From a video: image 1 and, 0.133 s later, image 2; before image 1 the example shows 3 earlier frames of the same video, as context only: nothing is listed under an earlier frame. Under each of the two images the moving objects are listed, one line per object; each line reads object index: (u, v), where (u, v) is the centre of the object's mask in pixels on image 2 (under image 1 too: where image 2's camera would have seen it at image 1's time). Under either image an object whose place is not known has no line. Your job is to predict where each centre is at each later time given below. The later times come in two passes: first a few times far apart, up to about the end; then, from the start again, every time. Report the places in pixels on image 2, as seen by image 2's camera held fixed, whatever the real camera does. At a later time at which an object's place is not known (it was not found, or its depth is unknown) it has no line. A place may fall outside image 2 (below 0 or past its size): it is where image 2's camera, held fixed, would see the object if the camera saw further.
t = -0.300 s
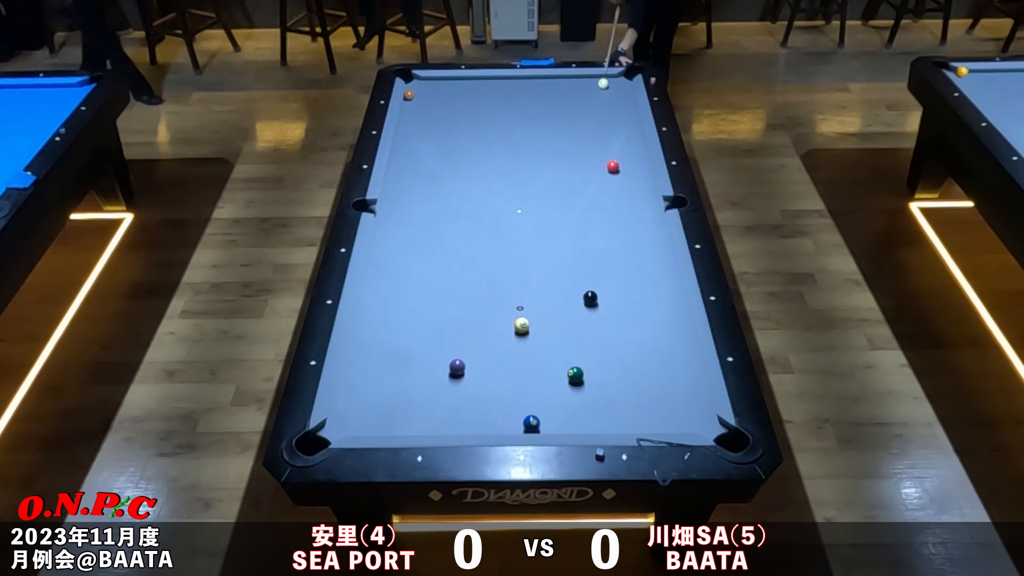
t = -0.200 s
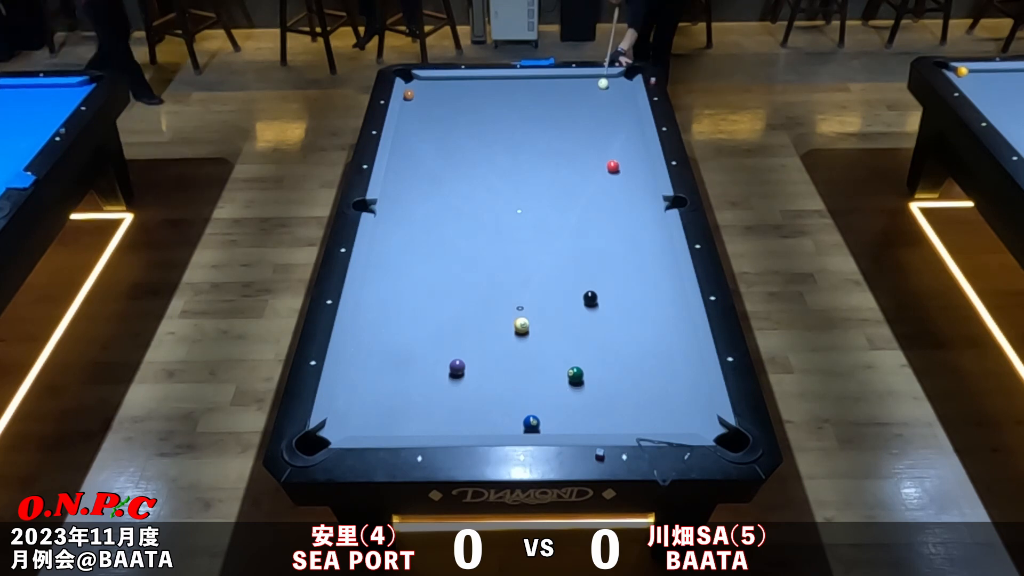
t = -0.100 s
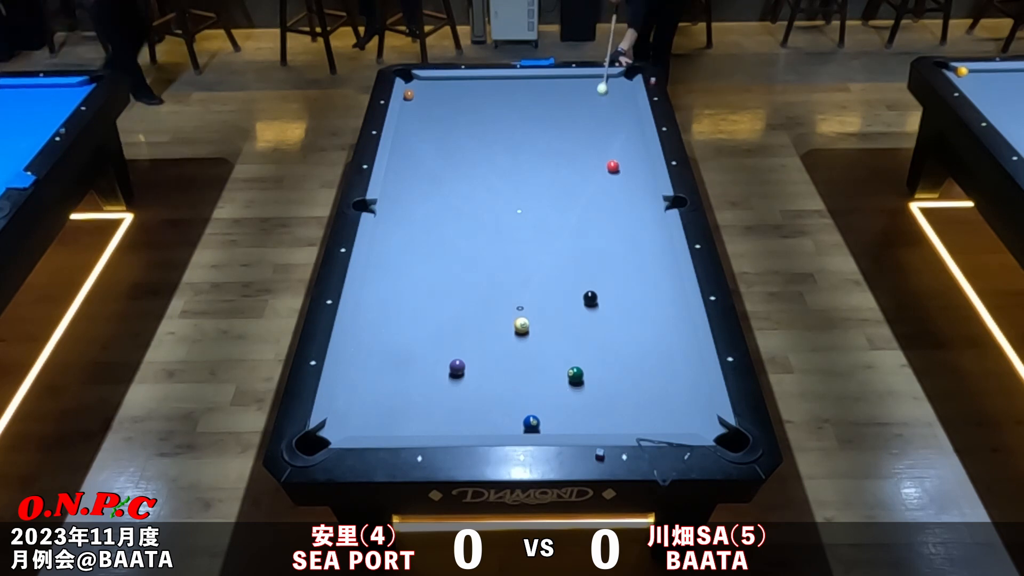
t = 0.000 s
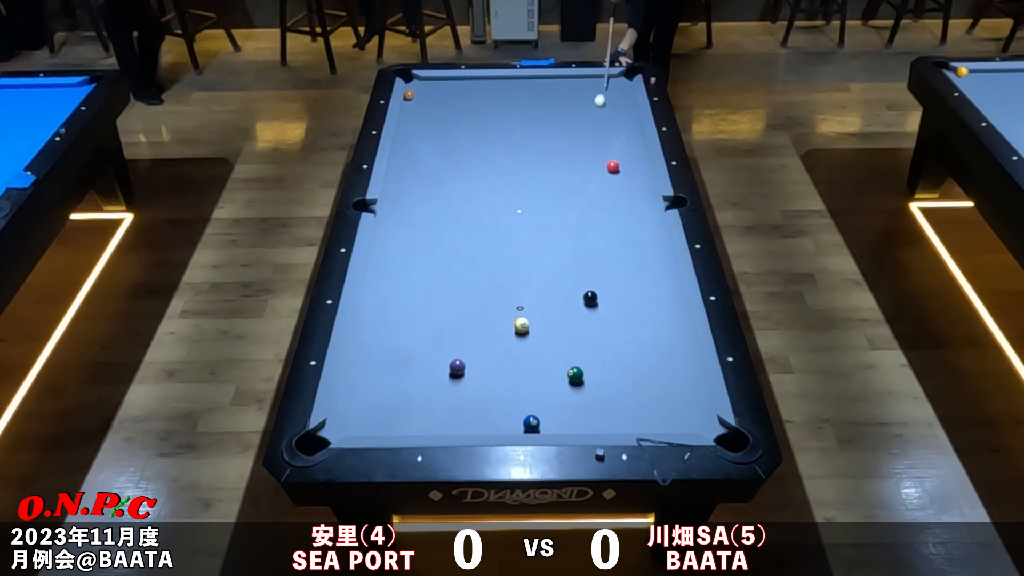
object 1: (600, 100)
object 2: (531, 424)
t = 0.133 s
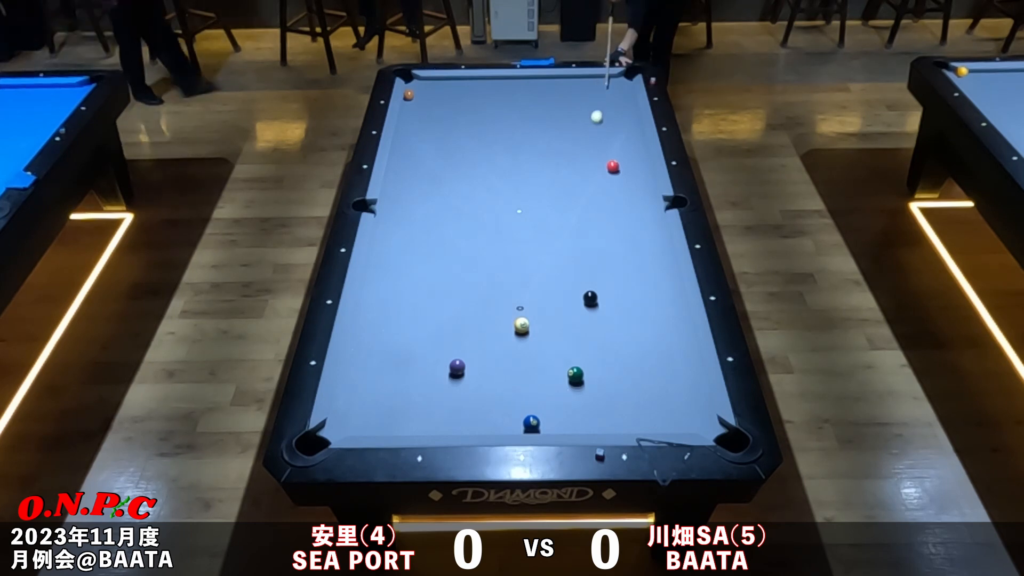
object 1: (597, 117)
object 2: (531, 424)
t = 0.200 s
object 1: (595, 125)
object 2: (531, 424)
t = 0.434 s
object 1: (589, 157)
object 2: (531, 424)
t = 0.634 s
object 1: (583, 187)
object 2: (531, 424)
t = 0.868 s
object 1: (576, 225)
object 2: (531, 424)
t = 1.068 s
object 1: (570, 261)
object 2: (531, 424)
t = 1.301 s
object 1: (561, 308)
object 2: (531, 424)
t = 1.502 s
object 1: (553, 351)
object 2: (531, 424)
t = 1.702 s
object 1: (544, 402)
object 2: (531, 424)
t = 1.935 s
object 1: (557, 426)
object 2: (515, 418)
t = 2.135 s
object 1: (566, 416)
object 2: (503, 401)
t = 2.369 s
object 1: (576, 402)
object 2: (490, 384)
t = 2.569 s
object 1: (583, 392)
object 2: (480, 370)
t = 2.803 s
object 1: (592, 380)
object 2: (469, 356)
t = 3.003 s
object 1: (600, 373)
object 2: (461, 345)
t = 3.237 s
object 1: (608, 366)
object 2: (451, 334)
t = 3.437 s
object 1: (614, 361)
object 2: (444, 325)
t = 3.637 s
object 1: (620, 356)
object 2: (438, 317)
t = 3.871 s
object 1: (626, 351)
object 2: (431, 308)
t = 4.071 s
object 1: (630, 348)
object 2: (426, 302)
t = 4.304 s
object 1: (635, 345)
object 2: (421, 295)
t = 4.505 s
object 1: (638, 343)
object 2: (416, 290)
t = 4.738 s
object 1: (641, 341)
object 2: (412, 285)
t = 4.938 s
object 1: (642, 340)
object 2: (408, 281)
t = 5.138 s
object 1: (643, 340)
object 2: (406, 278)
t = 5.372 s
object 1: (644, 339)
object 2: (403, 275)
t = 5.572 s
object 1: (643, 340)
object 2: (401, 273)
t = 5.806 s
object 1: (644, 339)
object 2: (399, 271)
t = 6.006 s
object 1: (643, 339)
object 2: (399, 270)
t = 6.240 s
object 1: (643, 340)
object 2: (398, 269)
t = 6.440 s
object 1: (643, 340)
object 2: (398, 269)
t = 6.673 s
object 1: (643, 340)
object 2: (398, 269)
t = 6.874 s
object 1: (643, 340)
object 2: (398, 269)
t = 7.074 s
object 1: (644, 339)
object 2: (398, 269)
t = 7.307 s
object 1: (643, 339)
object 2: (398, 269)
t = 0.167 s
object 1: (596, 121)
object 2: (531, 424)
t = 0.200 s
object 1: (595, 125)
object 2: (531, 424)
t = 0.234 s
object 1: (594, 130)
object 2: (531, 424)
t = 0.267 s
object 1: (593, 134)
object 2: (531, 424)
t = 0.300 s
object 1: (592, 139)
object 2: (531, 424)
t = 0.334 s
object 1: (592, 143)
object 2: (531, 424)
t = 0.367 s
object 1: (591, 148)
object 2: (531, 424)
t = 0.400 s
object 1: (590, 152)
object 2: (531, 424)
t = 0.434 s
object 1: (589, 157)
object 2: (531, 424)
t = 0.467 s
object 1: (588, 162)
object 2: (531, 424)
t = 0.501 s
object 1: (587, 167)
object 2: (531, 424)
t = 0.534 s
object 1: (586, 172)
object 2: (531, 424)
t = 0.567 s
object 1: (585, 177)
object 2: (531, 424)
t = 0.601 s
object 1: (584, 182)
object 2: (531, 424)
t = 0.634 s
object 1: (583, 187)
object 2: (531, 424)
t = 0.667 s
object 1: (582, 192)
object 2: (531, 424)
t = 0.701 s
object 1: (581, 197)
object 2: (531, 424)
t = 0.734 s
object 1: (581, 202)
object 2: (531, 424)
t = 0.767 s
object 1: (579, 208)
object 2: (531, 424)
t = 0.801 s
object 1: (578, 214)
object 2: (531, 424)
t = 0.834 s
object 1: (577, 219)
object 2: (531, 424)
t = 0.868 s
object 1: (576, 225)
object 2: (531, 424)
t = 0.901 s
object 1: (575, 231)
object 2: (531, 424)
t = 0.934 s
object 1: (574, 236)
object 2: (531, 424)
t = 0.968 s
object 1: (573, 243)
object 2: (531, 424)
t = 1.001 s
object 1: (572, 249)
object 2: (531, 424)
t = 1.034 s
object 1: (571, 255)
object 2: (531, 424)
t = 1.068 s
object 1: (570, 261)
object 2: (531, 424)
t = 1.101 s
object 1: (569, 267)
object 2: (531, 424)
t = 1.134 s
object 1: (567, 273)
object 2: (531, 424)
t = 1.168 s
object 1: (566, 280)
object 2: (531, 424)
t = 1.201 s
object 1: (565, 286)
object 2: (531, 424)
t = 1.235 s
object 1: (564, 293)
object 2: (531, 424)
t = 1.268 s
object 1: (562, 301)
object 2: (531, 424)
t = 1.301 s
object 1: (561, 308)
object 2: (531, 424)
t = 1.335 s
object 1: (560, 314)
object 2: (531, 424)
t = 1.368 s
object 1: (559, 322)
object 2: (531, 424)
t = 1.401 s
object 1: (557, 329)
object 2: (531, 424)
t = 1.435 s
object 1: (556, 337)
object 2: (531, 424)
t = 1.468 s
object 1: (555, 344)
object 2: (531, 424)
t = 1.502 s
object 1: (553, 351)
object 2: (531, 424)
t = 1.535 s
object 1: (551, 360)
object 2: (531, 424)
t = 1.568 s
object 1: (550, 368)
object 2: (531, 424)
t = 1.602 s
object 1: (548, 377)
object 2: (531, 424)
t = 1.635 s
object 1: (547, 384)
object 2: (531, 424)
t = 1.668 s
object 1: (545, 393)
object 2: (531, 424)
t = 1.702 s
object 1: (544, 402)
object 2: (531, 424)
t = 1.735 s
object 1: (543, 410)
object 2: (531, 424)
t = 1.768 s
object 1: (544, 415)
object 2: (527, 426)
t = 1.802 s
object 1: (547, 418)
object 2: (524, 426)
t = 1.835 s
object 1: (550, 422)
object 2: (522, 424)
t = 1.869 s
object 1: (552, 424)
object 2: (520, 423)
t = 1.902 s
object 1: (555, 426)
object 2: (517, 420)
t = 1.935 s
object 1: (557, 426)
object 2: (515, 418)
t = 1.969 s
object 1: (559, 425)
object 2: (513, 415)
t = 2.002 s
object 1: (560, 424)
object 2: (511, 412)
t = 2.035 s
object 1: (562, 422)
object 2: (509, 409)
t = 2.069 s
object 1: (563, 421)
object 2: (507, 406)
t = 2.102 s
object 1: (565, 419)
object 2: (505, 404)
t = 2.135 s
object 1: (566, 416)
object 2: (503, 401)
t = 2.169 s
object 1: (568, 414)
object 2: (501, 398)
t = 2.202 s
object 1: (569, 412)
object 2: (499, 396)
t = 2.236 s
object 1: (571, 410)
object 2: (498, 393)
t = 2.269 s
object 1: (572, 408)
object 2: (496, 391)
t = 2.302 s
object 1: (573, 406)
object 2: (494, 388)
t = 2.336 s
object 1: (575, 404)
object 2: (492, 386)
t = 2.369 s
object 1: (576, 402)
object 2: (490, 384)
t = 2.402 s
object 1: (577, 400)
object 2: (488, 382)
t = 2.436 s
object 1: (578, 399)
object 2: (487, 379)
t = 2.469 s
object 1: (580, 397)
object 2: (485, 377)
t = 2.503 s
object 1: (581, 395)
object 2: (483, 375)
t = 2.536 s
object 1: (582, 393)
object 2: (482, 372)
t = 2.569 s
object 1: (583, 392)
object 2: (480, 370)
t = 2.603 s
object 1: (585, 390)
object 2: (478, 368)
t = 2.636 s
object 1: (586, 388)
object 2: (477, 366)
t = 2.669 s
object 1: (587, 386)
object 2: (475, 364)
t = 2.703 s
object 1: (588, 385)
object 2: (474, 362)
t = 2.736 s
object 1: (589, 383)
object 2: (472, 360)
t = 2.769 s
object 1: (591, 382)
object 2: (471, 358)
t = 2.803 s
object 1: (592, 380)
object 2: (469, 356)
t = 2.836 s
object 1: (593, 379)
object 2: (468, 354)
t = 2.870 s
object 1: (595, 378)
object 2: (466, 352)
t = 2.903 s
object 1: (596, 377)
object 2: (465, 350)
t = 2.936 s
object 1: (598, 376)
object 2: (463, 349)
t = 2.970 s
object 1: (599, 374)
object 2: (462, 347)
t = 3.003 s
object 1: (600, 373)
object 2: (461, 345)
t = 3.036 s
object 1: (601, 371)
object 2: (459, 343)
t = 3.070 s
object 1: (602, 371)
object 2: (458, 342)
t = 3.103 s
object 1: (604, 370)
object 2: (457, 340)
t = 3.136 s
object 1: (604, 369)
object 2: (455, 338)
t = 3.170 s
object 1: (606, 369)
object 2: (454, 337)
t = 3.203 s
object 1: (607, 366)
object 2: (453, 335)
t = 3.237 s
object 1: (608, 366)
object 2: (451, 334)
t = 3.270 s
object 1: (609, 365)
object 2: (450, 332)
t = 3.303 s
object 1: (610, 365)
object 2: (449, 331)
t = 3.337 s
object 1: (611, 364)
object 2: (448, 329)
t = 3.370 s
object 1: (612, 363)
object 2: (447, 328)
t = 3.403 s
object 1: (613, 362)
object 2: (445, 326)
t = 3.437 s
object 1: (614, 361)
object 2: (444, 325)
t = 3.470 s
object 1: (615, 360)
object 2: (443, 324)
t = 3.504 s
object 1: (616, 359)
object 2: (442, 322)
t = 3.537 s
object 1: (617, 358)
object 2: (441, 321)
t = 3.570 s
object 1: (618, 357)
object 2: (440, 319)
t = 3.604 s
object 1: (619, 357)
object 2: (439, 318)
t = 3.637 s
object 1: (620, 356)
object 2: (438, 317)
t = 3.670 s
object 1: (621, 355)
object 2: (437, 315)
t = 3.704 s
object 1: (622, 355)
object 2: (436, 315)
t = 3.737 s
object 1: (623, 354)
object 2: (435, 313)
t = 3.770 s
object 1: (623, 354)
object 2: (434, 312)
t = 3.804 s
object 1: (624, 352)
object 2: (433, 311)
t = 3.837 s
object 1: (625, 352)
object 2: (432, 309)
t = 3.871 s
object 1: (626, 351)
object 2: (431, 308)
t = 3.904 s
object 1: (627, 351)
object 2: (430, 307)
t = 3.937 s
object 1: (628, 350)
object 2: (430, 306)
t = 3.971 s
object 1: (628, 350)
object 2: (429, 305)
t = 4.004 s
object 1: (629, 349)
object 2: (428, 304)
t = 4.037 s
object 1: (630, 349)
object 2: (427, 302)
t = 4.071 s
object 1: (630, 348)
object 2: (426, 302)
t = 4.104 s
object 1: (631, 348)
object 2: (425, 301)
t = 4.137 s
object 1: (632, 348)
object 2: (424, 300)
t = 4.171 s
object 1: (633, 347)
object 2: (424, 299)
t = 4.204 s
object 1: (633, 346)
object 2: (423, 298)
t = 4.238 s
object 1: (634, 346)
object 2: (422, 297)
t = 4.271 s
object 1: (634, 346)
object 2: (421, 296)
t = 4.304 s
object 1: (635, 345)
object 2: (421, 295)
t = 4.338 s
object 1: (636, 344)
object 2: (420, 294)
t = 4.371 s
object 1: (636, 344)
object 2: (419, 294)
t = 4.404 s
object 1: (636, 344)
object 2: (418, 293)
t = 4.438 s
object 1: (637, 343)
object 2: (417, 292)
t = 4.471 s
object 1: (638, 343)
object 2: (417, 291)
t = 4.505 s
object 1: (638, 343)
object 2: (416, 290)
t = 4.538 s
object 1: (639, 342)
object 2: (415, 290)
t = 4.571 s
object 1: (639, 342)
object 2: (415, 289)
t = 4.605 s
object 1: (639, 342)
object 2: (414, 287)
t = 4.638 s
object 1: (640, 342)
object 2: (414, 287)
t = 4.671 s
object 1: (640, 341)
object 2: (413, 287)
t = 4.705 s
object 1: (641, 341)
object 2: (412, 286)
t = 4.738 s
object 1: (641, 341)
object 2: (412, 285)
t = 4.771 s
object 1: (641, 340)
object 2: (411, 284)
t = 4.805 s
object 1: (641, 341)
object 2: (411, 284)
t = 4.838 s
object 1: (642, 340)
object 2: (410, 284)
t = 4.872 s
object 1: (642, 340)
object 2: (410, 282)
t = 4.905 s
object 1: (642, 340)
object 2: (409, 281)
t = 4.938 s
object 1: (642, 340)
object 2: (408, 281)
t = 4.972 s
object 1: (643, 340)
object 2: (408, 281)
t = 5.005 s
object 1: (643, 340)
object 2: (407, 280)
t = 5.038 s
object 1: (643, 340)
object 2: (407, 279)
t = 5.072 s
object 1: (643, 340)
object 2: (407, 279)
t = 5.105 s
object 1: (643, 340)
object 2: (406, 279)
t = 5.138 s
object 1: (643, 340)
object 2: (406, 278)
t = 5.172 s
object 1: (644, 340)
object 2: (405, 278)
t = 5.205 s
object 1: (644, 340)
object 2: (405, 277)
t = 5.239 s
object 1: (644, 340)
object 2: (404, 277)
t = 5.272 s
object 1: (644, 340)
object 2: (404, 276)
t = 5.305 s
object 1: (644, 340)
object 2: (403, 276)
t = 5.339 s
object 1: (644, 340)
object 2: (403, 276)
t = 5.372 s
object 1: (644, 339)
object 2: (403, 275)
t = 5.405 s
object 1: (644, 339)
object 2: (402, 275)
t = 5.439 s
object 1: (644, 339)
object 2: (402, 275)
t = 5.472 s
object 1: (644, 340)
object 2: (402, 274)
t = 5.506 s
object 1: (644, 339)
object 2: (401, 274)
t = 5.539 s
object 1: (644, 339)
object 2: (401, 274)
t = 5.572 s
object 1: (643, 340)
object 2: (401, 273)
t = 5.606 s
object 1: (643, 340)
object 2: (401, 273)
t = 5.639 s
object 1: (643, 340)
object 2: (400, 273)
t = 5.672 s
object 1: (644, 339)
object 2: (400, 272)
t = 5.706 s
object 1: (644, 339)
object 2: (400, 272)
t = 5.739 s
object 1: (644, 339)
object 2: (400, 272)
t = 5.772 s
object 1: (644, 339)
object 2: (400, 271)
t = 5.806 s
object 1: (644, 339)
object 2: (399, 271)
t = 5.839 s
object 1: (643, 339)
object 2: (399, 270)
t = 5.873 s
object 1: (643, 339)
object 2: (399, 271)
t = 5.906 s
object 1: (643, 339)
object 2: (399, 270)
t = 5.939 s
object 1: (643, 339)
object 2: (399, 270)
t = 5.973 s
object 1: (644, 339)
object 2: (399, 270)
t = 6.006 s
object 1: (643, 339)
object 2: (399, 270)
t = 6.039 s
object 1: (643, 340)
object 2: (398, 270)
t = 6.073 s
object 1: (644, 339)
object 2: (398, 270)
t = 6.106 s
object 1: (644, 339)
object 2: (398, 269)
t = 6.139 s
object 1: (643, 340)
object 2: (398, 269)
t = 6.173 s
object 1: (644, 339)
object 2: (398, 269)
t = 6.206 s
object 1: (643, 340)
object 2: (398, 269)
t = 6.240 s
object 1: (643, 340)
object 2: (398, 269)
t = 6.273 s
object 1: (644, 339)
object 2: (398, 269)
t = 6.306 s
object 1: (643, 339)
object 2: (398, 269)
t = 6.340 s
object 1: (644, 339)
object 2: (398, 269)
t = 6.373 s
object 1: (643, 339)
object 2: (398, 269)
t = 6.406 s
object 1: (644, 339)
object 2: (398, 269)
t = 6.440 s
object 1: (643, 340)
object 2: (398, 269)
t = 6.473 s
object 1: (643, 339)
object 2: (398, 269)
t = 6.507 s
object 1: (643, 340)
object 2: (398, 269)
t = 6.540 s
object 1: (644, 339)
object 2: (398, 269)
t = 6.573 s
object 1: (644, 339)
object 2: (398, 269)
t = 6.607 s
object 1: (643, 339)
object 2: (398, 269)
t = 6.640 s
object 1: (644, 339)
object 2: (398, 269)
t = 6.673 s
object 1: (643, 340)
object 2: (398, 269)
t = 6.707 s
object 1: (644, 339)
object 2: (398, 269)
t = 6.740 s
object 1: (643, 339)
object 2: (398, 269)
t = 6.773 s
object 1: (643, 339)
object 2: (398, 269)
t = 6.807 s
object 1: (643, 340)
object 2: (398, 269)
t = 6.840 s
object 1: (644, 339)
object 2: (398, 269)
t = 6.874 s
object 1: (643, 340)
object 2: (398, 269)
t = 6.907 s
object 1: (643, 340)
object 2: (398, 269)
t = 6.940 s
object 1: (643, 340)
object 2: (398, 269)
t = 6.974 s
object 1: (644, 339)
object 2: (398, 269)
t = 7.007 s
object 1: (644, 339)
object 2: (398, 269)
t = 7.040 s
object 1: (643, 339)
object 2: (398, 269)
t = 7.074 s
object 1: (644, 339)
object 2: (398, 269)
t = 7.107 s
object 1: (644, 339)
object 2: (398, 269)
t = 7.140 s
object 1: (643, 340)
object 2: (398, 269)
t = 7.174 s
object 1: (643, 340)
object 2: (398, 269)
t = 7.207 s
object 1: (644, 339)
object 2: (398, 269)
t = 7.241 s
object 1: (644, 339)
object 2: (398, 269)
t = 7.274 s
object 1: (643, 339)
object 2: (398, 269)
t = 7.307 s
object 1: (643, 339)
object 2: (398, 269)
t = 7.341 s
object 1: (644, 339)
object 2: (398, 269)
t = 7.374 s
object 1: (643, 340)
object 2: (398, 269)
